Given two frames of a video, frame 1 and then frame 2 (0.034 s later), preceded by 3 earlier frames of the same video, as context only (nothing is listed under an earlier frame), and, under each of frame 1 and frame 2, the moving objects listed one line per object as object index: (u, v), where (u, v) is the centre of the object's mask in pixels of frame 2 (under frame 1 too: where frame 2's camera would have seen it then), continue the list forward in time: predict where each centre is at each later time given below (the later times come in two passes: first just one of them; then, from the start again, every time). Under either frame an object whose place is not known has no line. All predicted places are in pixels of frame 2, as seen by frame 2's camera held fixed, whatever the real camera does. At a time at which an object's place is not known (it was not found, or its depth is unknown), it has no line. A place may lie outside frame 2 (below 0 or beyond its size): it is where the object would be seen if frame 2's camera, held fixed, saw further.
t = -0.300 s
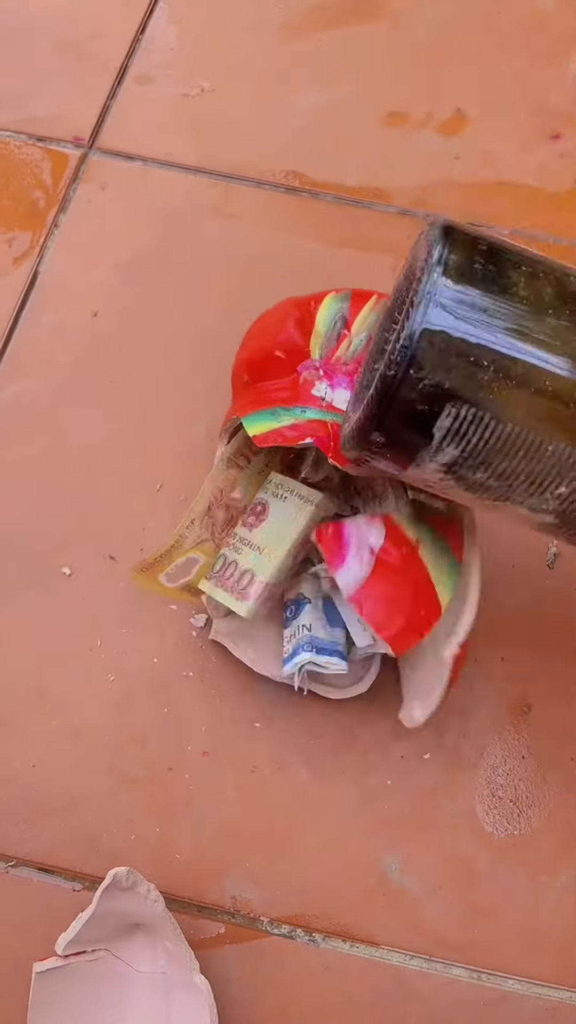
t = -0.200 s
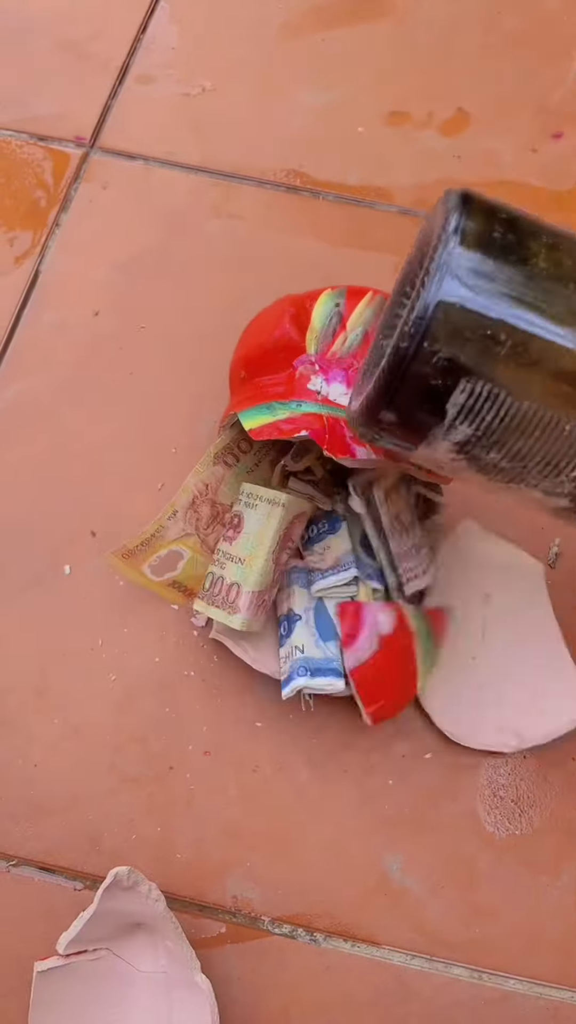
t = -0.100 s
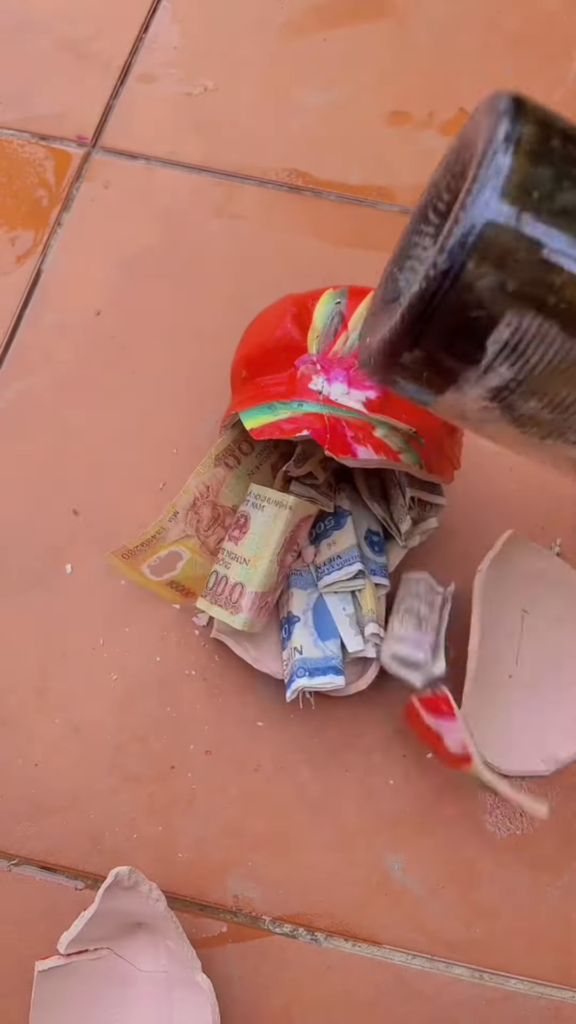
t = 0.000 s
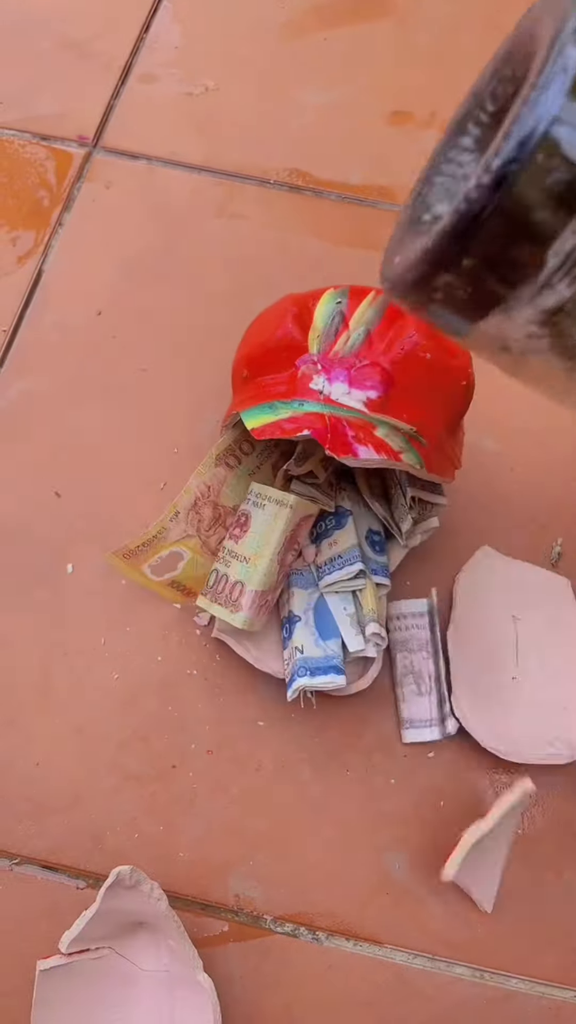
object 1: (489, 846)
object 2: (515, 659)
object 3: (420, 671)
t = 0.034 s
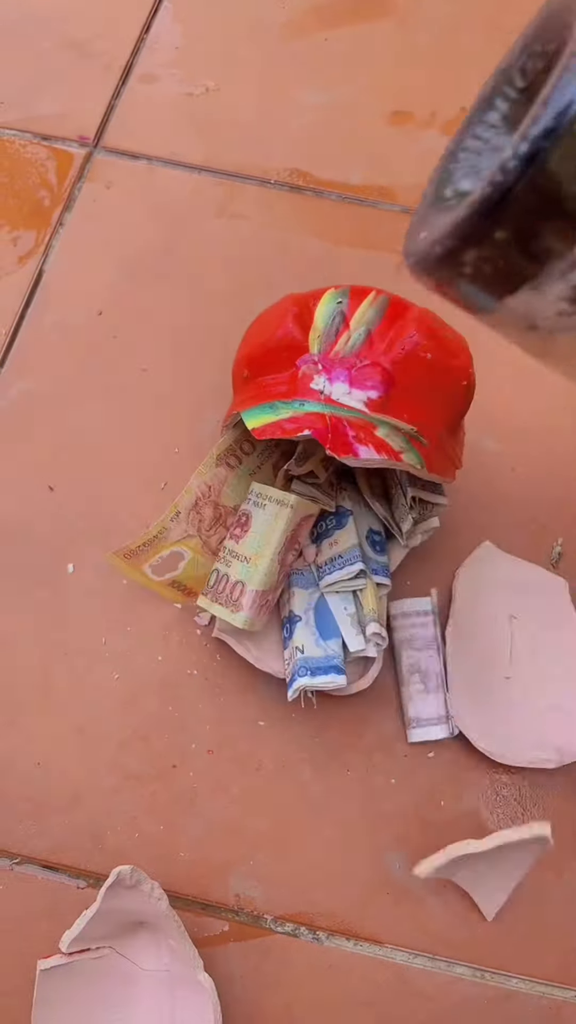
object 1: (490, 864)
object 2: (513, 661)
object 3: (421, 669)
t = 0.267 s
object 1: (392, 843)
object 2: (520, 667)
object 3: (433, 667)
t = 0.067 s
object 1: (482, 867)
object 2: (517, 664)
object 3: (426, 667)
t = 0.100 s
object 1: (468, 858)
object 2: (520, 666)
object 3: (432, 666)
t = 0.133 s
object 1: (449, 838)
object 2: (520, 668)
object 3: (431, 666)
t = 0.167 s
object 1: (433, 831)
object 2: (517, 665)
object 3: (429, 665)
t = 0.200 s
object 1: (419, 832)
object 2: (516, 663)
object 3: (426, 665)
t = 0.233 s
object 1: (404, 838)
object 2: (518, 664)
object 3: (429, 666)
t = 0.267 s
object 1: (392, 843)
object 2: (520, 667)
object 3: (433, 667)
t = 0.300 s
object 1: (386, 846)
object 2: (520, 667)
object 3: (434, 666)
